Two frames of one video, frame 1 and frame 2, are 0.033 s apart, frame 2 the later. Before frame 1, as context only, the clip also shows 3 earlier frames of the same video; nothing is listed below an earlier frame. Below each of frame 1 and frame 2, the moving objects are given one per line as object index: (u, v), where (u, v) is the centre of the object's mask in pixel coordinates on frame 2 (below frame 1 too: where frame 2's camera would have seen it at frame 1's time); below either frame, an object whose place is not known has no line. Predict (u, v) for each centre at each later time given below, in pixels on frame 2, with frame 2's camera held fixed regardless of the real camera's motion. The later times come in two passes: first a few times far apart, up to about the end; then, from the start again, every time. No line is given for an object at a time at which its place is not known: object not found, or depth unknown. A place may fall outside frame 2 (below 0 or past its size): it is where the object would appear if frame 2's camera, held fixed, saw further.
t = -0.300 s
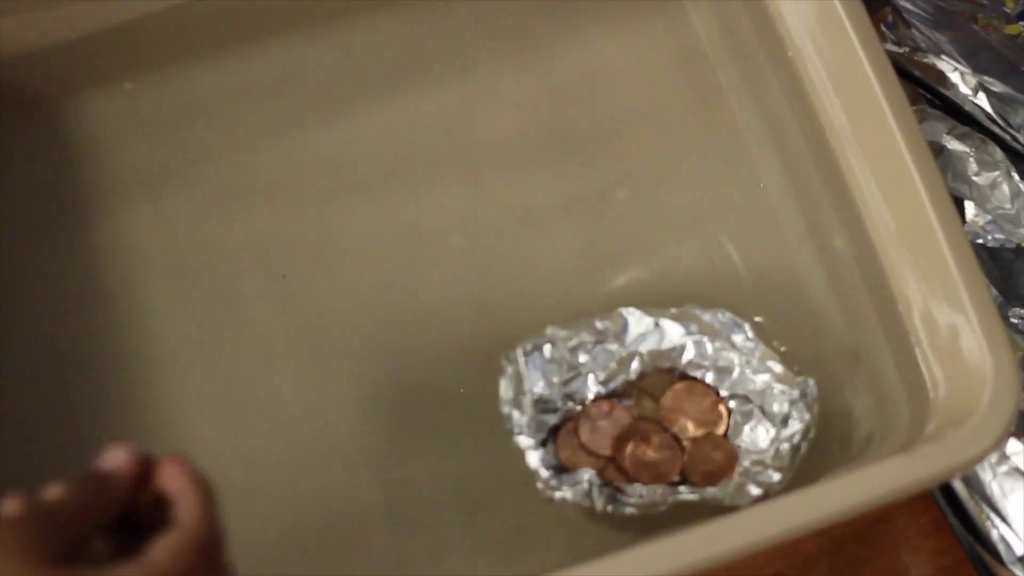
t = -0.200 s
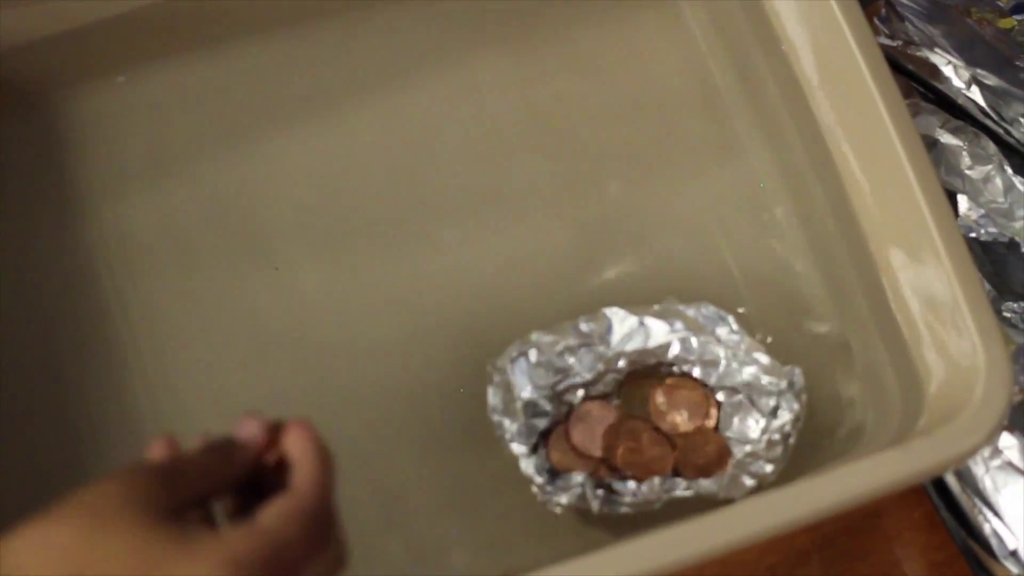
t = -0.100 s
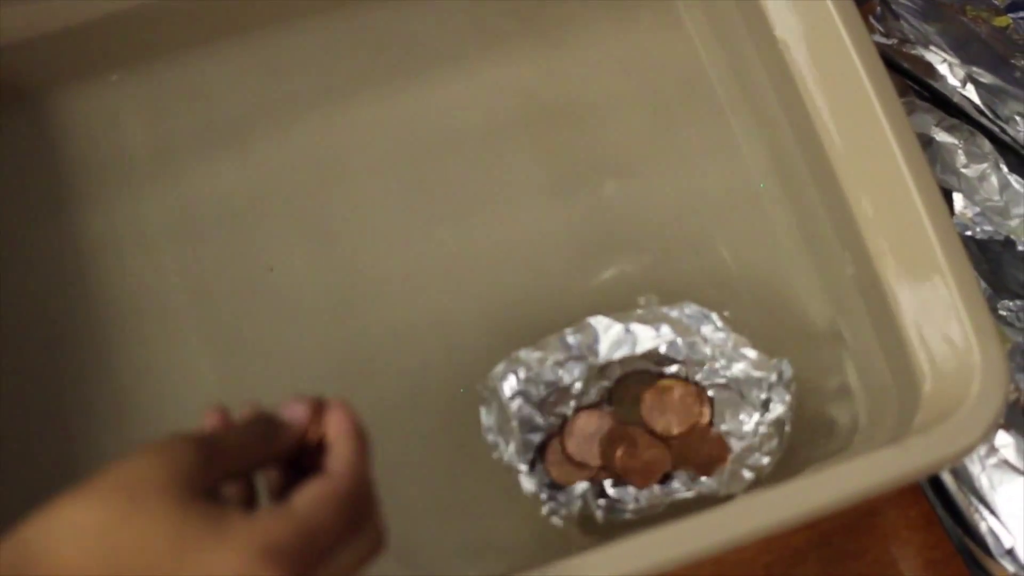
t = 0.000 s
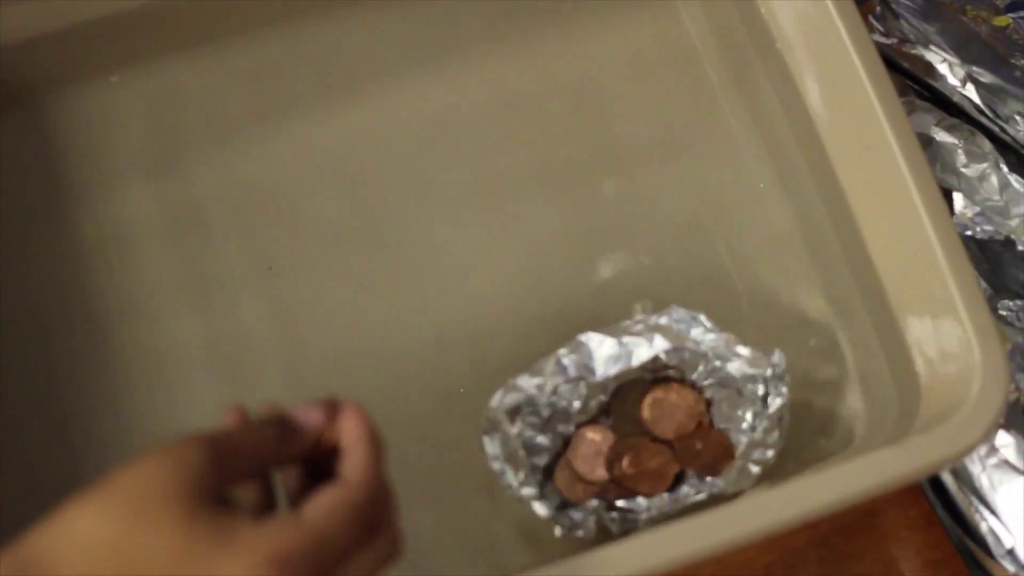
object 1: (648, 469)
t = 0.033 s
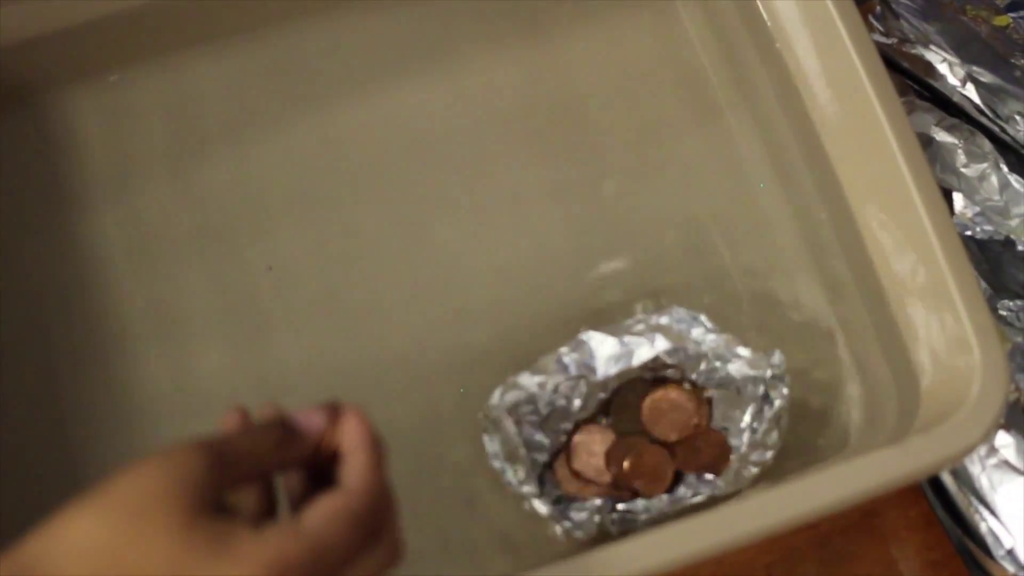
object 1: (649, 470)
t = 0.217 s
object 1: (651, 465)
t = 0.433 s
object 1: (644, 466)
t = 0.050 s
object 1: (647, 470)
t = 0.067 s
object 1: (648, 470)
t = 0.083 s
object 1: (647, 468)
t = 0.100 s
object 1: (649, 468)
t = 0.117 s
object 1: (653, 468)
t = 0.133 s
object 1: (651, 468)
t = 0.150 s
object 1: (649, 467)
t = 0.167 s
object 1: (650, 464)
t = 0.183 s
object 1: (648, 467)
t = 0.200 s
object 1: (650, 468)
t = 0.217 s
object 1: (651, 465)
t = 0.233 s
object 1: (652, 465)
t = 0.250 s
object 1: (650, 465)
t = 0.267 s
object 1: (651, 465)
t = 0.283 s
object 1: (651, 465)
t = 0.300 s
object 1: (649, 464)
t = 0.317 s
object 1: (649, 464)
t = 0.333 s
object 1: (649, 464)
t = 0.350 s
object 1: (648, 465)
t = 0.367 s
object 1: (649, 464)
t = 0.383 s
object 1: (648, 465)
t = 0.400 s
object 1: (647, 464)
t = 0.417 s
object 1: (647, 463)
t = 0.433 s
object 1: (644, 466)
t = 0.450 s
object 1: (647, 465)
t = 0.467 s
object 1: (646, 464)
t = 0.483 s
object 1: (646, 464)
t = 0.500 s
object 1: (644, 464)
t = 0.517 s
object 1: (645, 464)
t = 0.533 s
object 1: (645, 461)
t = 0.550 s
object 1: (645, 463)
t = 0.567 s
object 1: (644, 462)
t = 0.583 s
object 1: (645, 461)
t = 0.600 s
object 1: (643, 461)
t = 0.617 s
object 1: (642, 460)
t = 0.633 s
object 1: (642, 462)
